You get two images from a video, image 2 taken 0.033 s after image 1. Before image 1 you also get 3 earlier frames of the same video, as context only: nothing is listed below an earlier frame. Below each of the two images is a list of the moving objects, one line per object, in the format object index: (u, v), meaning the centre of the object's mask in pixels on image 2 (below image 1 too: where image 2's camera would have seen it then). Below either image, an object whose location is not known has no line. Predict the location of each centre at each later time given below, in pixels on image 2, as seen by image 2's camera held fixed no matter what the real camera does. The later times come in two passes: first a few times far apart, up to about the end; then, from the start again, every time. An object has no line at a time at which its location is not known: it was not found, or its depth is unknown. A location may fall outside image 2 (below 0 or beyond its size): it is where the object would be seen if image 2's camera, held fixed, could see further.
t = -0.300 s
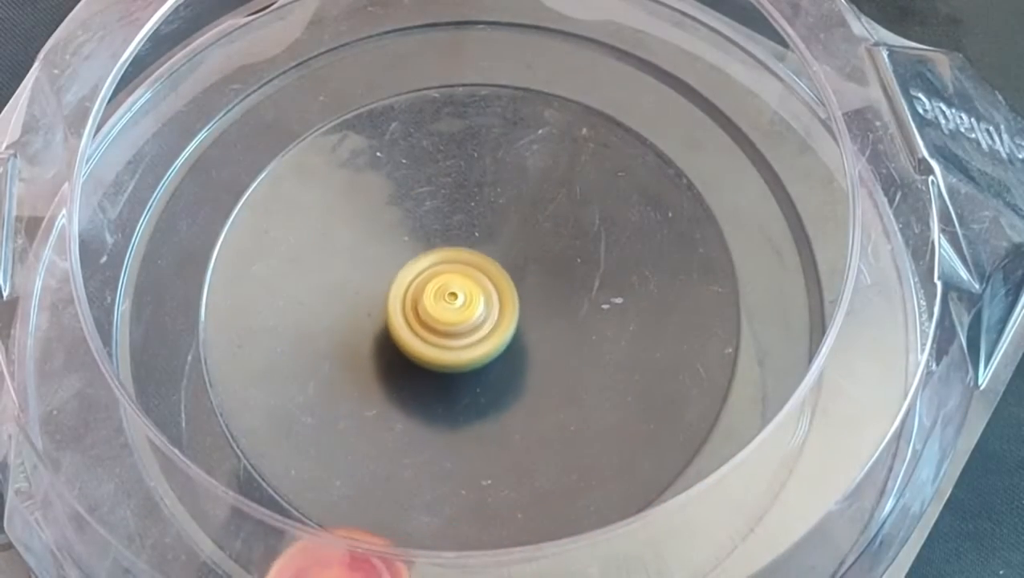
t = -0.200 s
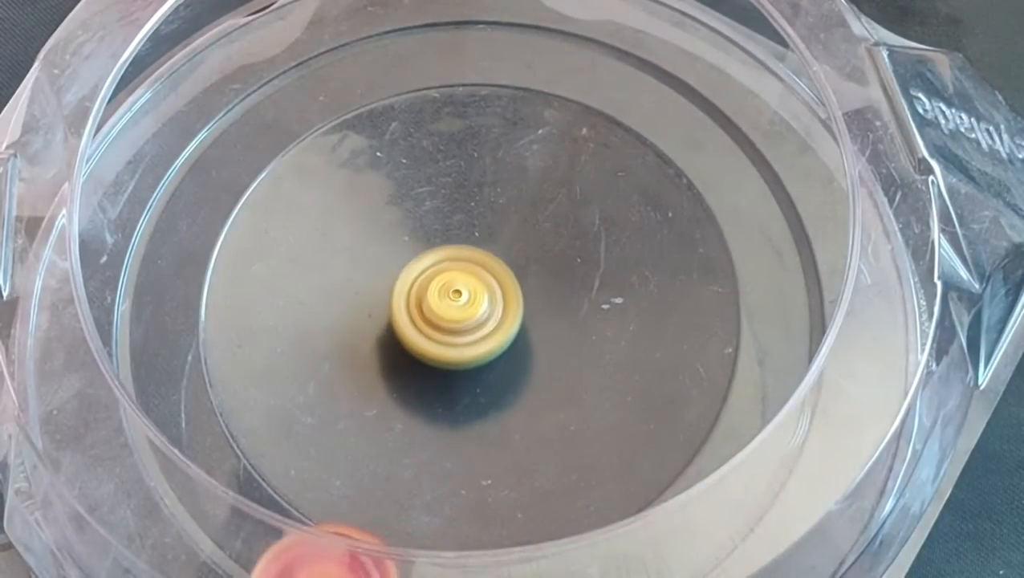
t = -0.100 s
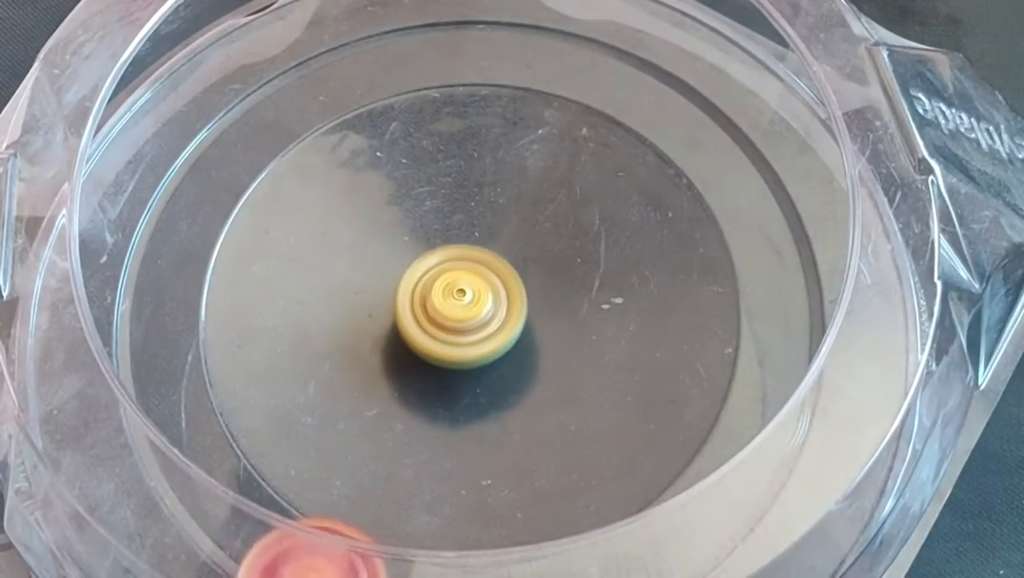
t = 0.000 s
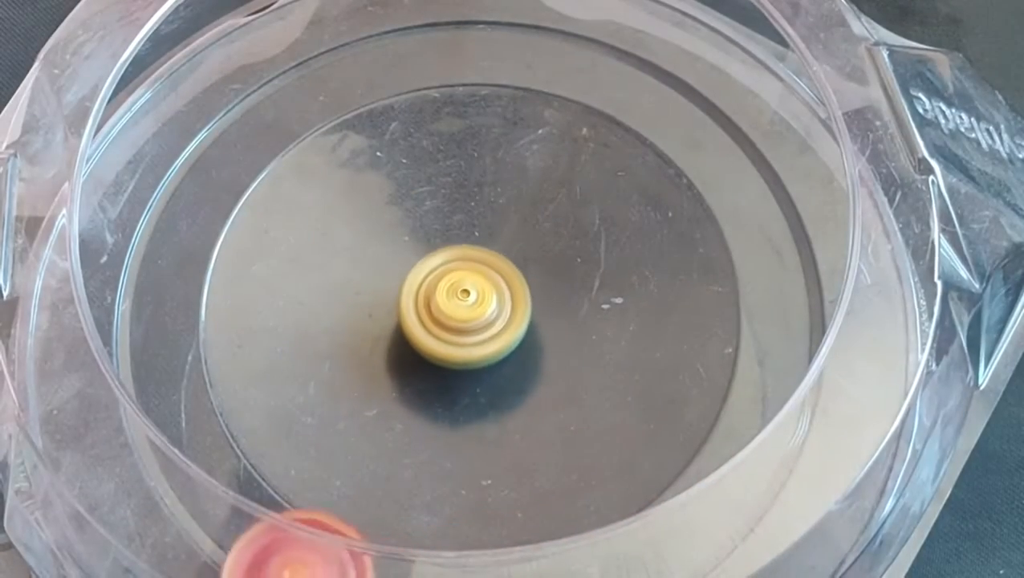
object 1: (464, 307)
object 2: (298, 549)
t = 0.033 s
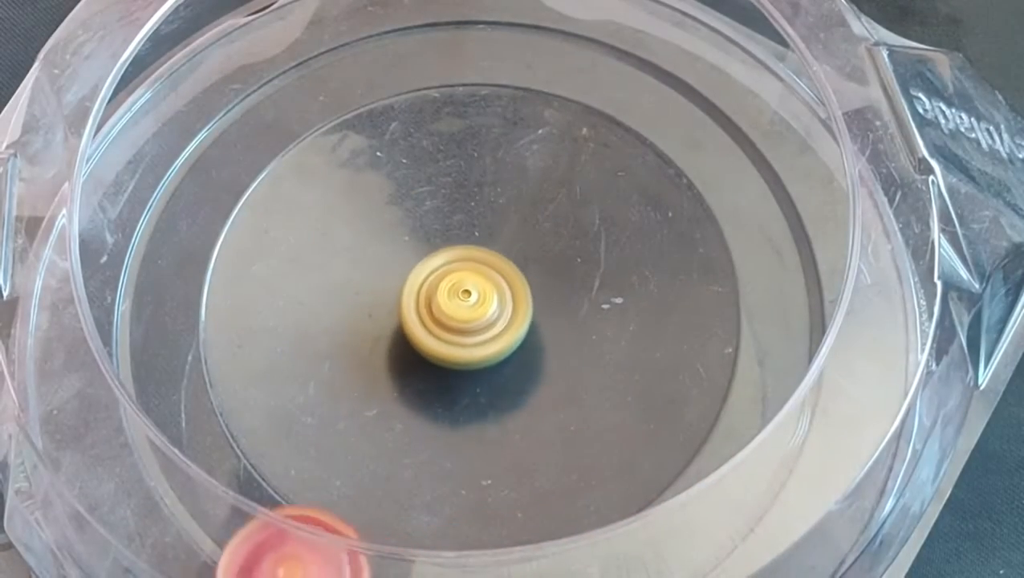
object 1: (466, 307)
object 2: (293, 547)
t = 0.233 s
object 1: (470, 310)
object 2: (271, 537)
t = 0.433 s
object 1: (472, 314)
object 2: (264, 524)
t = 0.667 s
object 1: (474, 314)
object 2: (276, 496)
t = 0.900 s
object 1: (475, 314)
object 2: (436, 454)
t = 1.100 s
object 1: (470, 284)
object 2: (630, 359)
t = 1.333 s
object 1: (484, 291)
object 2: (581, 148)
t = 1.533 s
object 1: (490, 298)
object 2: (402, 123)
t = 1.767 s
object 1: (487, 304)
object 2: (292, 304)
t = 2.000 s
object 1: (481, 304)
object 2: (488, 453)
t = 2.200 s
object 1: (476, 304)
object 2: (654, 349)
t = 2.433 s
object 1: (473, 299)
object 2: (598, 178)
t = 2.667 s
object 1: (471, 294)
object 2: (397, 180)
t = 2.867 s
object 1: (473, 292)
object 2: (341, 356)
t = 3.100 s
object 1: (473, 297)
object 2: (530, 452)
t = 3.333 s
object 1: (471, 297)
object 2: (643, 320)
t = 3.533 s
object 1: (470, 299)
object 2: (552, 199)
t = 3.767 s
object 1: (456, 310)
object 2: (372, 202)
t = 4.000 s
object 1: (458, 310)
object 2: (334, 372)
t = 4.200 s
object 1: (457, 307)
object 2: (479, 433)
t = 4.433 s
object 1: (460, 308)
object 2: (595, 301)
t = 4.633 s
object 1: (454, 307)
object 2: (532, 166)
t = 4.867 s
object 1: (465, 307)
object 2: (376, 195)
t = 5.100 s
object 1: (496, 321)
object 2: (334, 358)
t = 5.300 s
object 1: (497, 312)
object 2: (464, 439)
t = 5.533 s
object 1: (474, 295)
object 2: (606, 365)
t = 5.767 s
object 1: (327, 276)
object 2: (727, 203)
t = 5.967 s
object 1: (317, 176)
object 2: (752, 159)
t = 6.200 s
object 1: (433, 180)
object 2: (768, 158)
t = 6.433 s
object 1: (504, 292)
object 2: (768, 165)
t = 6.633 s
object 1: (478, 327)
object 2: (758, 183)
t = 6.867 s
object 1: (454, 299)
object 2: (722, 211)
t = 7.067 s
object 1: (464, 288)
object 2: (573, 211)
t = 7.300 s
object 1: (378, 370)
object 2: (500, 108)
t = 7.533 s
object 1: (435, 318)
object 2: (363, 198)
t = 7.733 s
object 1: (488, 314)
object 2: (336, 346)
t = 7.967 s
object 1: (480, 308)
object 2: (477, 455)
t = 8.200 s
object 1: (466, 304)
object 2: (605, 392)
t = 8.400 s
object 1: (460, 313)
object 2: (603, 278)
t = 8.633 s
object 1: (366, 282)
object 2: (576, 149)
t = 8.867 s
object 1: (435, 288)
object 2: (452, 130)
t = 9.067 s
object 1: (492, 331)
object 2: (377, 200)
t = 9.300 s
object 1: (550, 316)
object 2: (333, 335)
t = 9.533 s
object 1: (596, 282)
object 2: (332, 460)
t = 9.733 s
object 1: (708, 277)
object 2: (389, 510)
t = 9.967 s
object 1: (669, 319)
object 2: (476, 445)
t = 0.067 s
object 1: (466, 307)
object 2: (289, 545)
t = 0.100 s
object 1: (467, 308)
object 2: (284, 544)
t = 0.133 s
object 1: (468, 309)
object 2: (280, 542)
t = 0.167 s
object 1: (469, 309)
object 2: (277, 540)
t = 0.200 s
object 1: (470, 310)
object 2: (274, 539)
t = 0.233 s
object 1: (470, 310)
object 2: (271, 537)
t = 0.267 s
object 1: (471, 311)
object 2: (269, 535)
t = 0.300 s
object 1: (471, 311)
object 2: (267, 533)
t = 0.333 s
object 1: (472, 312)
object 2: (266, 531)
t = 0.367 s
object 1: (472, 313)
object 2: (265, 529)
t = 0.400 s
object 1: (472, 313)
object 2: (264, 526)
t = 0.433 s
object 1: (472, 314)
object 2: (264, 524)
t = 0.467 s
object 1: (473, 314)
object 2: (264, 521)
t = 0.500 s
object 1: (473, 314)
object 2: (265, 519)
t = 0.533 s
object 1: (473, 314)
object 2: (267, 515)
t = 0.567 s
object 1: (473, 315)
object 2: (269, 512)
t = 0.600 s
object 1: (473, 314)
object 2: (270, 508)
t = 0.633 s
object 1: (474, 314)
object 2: (273, 502)
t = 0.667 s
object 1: (474, 314)
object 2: (276, 496)
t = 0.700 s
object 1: (474, 315)
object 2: (280, 490)
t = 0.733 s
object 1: (474, 314)
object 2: (290, 485)
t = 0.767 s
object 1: (474, 314)
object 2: (308, 479)
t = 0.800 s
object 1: (474, 315)
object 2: (335, 471)
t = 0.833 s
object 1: (475, 314)
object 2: (365, 469)
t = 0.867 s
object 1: (475, 314)
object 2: (401, 463)
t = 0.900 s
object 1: (475, 314)
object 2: (436, 454)
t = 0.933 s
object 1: (476, 313)
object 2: (470, 443)
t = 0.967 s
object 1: (476, 311)
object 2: (505, 427)
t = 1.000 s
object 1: (475, 304)
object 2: (541, 420)
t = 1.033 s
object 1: (472, 294)
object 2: (577, 408)
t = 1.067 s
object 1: (470, 287)
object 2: (607, 387)
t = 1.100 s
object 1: (470, 284)
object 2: (630, 359)
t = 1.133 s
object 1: (471, 283)
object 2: (645, 327)
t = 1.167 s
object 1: (474, 283)
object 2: (652, 293)
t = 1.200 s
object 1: (476, 285)
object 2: (652, 257)
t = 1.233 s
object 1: (479, 286)
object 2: (642, 224)
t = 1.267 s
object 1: (480, 288)
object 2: (626, 194)
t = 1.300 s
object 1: (482, 290)
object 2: (606, 170)
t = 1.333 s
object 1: (484, 291)
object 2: (581, 148)
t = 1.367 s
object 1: (485, 292)
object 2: (555, 132)
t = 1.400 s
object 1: (487, 294)
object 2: (526, 121)
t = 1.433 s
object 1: (487, 295)
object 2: (495, 114)
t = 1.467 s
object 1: (489, 296)
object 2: (465, 112)
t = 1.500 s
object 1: (489, 297)
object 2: (434, 115)
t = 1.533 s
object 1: (490, 298)
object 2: (402, 123)
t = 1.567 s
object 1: (490, 299)
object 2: (375, 136)
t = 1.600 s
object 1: (490, 301)
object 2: (349, 155)
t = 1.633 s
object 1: (490, 302)
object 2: (327, 178)
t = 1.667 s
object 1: (490, 303)
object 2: (309, 204)
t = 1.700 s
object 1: (489, 303)
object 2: (296, 234)
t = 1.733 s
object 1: (488, 304)
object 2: (291, 270)
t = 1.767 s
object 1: (487, 304)
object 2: (292, 304)
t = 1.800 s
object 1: (486, 305)
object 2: (302, 339)
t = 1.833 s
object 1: (485, 305)
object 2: (320, 370)
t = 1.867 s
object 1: (484, 305)
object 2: (345, 399)
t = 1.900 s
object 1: (483, 305)
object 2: (376, 422)
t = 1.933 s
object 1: (482, 305)
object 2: (411, 440)
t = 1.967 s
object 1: (481, 305)
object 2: (449, 450)
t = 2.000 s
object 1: (481, 304)
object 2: (488, 453)
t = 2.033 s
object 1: (480, 304)
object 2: (527, 449)
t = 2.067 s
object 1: (479, 305)
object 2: (563, 439)
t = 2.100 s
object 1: (478, 305)
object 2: (593, 422)
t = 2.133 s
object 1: (477, 305)
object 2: (620, 401)
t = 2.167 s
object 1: (476, 304)
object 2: (641, 376)
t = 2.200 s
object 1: (476, 304)
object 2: (654, 349)
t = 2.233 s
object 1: (475, 303)
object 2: (662, 321)
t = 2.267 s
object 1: (474, 302)
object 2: (664, 293)
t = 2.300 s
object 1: (474, 302)
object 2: (661, 266)
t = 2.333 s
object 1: (474, 301)
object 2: (653, 239)
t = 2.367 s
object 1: (473, 300)
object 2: (639, 216)
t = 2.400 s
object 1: (473, 300)
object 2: (620, 196)
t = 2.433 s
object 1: (473, 299)
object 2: (598, 178)
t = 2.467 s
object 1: (473, 298)
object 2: (573, 164)
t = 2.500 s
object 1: (472, 298)
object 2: (545, 154)
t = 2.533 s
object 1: (472, 297)
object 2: (516, 149)
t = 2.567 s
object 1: (472, 296)
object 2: (485, 149)
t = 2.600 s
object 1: (471, 296)
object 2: (453, 154)
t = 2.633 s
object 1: (471, 295)
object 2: (424, 164)
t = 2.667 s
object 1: (471, 294)
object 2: (397, 180)
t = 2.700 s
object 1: (471, 293)
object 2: (373, 202)
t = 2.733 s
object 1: (472, 293)
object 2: (353, 227)
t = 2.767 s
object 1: (473, 292)
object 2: (338, 259)
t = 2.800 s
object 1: (473, 292)
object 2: (331, 291)
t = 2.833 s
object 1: (473, 292)
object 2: (331, 325)
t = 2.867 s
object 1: (473, 292)
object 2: (341, 356)
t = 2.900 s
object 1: (474, 292)
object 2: (357, 384)
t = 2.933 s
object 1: (474, 293)
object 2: (379, 409)
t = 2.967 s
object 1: (474, 294)
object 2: (406, 428)
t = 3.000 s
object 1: (475, 295)
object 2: (435, 442)
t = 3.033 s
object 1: (475, 296)
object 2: (466, 451)
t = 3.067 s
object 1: (474, 296)
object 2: (498, 454)
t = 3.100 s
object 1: (473, 297)
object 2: (530, 452)
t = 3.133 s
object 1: (472, 297)
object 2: (558, 443)
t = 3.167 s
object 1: (472, 297)
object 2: (584, 430)
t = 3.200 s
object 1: (472, 297)
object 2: (606, 413)
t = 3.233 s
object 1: (471, 297)
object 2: (623, 392)
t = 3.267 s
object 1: (471, 297)
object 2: (635, 370)
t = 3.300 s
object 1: (471, 297)
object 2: (642, 346)
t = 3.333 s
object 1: (471, 297)
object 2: (643, 320)
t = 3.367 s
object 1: (470, 298)
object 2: (640, 296)
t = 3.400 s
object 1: (470, 298)
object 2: (632, 272)
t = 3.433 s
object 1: (470, 298)
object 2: (619, 249)
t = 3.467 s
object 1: (470, 298)
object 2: (601, 230)
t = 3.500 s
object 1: (470, 298)
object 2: (579, 213)
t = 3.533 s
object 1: (470, 299)
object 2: (552, 199)
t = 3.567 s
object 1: (470, 301)
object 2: (524, 191)
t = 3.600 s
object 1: (465, 306)
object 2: (500, 179)
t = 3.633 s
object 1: (461, 311)
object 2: (473, 172)
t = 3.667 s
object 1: (459, 312)
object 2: (447, 171)
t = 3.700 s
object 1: (458, 312)
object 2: (420, 176)
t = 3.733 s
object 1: (457, 311)
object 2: (395, 187)
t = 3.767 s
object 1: (456, 310)
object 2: (372, 202)
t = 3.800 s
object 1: (456, 310)
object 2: (352, 221)
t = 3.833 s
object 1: (455, 309)
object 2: (337, 243)
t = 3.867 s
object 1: (455, 309)
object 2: (325, 271)
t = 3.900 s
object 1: (457, 310)
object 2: (317, 297)
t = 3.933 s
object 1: (458, 310)
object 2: (316, 322)
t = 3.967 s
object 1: (458, 310)
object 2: (322, 348)
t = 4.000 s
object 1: (458, 310)
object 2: (334, 372)
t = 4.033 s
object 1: (458, 309)
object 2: (351, 392)
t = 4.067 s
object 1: (457, 309)
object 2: (371, 409)
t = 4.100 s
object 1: (457, 308)
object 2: (395, 422)
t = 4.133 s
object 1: (457, 308)
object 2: (422, 431)
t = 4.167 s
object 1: (457, 307)
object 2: (451, 434)
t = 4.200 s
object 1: (457, 307)
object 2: (479, 433)
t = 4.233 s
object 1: (458, 307)
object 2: (507, 427)
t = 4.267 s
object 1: (458, 307)
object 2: (533, 415)
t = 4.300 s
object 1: (459, 307)
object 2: (555, 398)
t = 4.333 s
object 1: (459, 307)
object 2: (573, 377)
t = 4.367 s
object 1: (459, 307)
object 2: (586, 353)
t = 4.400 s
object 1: (460, 307)
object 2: (593, 328)
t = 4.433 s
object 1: (460, 308)
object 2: (595, 301)
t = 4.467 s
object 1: (454, 309)
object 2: (600, 271)
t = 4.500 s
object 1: (450, 309)
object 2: (598, 242)
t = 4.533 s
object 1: (449, 309)
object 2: (588, 217)
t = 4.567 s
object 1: (450, 309)
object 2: (572, 196)
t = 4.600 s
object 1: (452, 308)
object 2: (553, 178)
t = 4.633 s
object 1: (454, 307)
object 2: (532, 166)
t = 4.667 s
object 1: (456, 307)
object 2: (509, 157)
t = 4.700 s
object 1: (458, 306)
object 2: (484, 154)
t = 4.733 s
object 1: (460, 307)
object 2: (460, 154)
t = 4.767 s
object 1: (461, 307)
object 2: (437, 157)
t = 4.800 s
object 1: (463, 307)
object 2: (414, 165)
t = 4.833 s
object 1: (464, 307)
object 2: (394, 177)
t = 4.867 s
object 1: (465, 307)
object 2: (376, 195)
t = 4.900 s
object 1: (466, 308)
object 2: (361, 215)
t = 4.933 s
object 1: (467, 308)
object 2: (350, 239)
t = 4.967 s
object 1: (469, 309)
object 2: (343, 265)
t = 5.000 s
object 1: (481, 314)
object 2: (328, 287)
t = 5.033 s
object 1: (490, 317)
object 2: (321, 310)
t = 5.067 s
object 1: (495, 319)
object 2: (324, 334)
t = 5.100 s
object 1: (496, 321)
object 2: (334, 358)
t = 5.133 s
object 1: (496, 322)
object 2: (351, 378)
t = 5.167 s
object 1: (494, 323)
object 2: (372, 396)
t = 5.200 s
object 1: (493, 324)
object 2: (396, 412)
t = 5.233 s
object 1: (496, 319)
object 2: (416, 426)
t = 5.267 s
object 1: (497, 315)
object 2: (438, 435)
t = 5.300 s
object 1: (497, 312)
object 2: (464, 439)
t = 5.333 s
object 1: (495, 310)
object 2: (489, 438)
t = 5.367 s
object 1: (493, 308)
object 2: (514, 433)
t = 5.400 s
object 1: (490, 308)
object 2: (537, 423)
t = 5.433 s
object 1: (486, 306)
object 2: (558, 411)
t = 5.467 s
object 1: (480, 300)
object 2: (579, 400)
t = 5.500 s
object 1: (476, 296)
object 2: (595, 384)
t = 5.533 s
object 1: (474, 295)
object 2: (606, 365)
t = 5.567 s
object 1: (474, 294)
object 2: (612, 345)
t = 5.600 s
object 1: (474, 293)
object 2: (613, 323)
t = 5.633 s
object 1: (474, 294)
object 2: (613, 302)
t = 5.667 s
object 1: (437, 292)
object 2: (651, 277)
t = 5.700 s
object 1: (392, 290)
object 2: (686, 252)
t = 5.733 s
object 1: (356, 284)
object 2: (713, 228)
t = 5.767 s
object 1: (327, 276)
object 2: (727, 203)
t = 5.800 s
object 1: (308, 264)
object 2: (732, 185)
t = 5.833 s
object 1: (296, 246)
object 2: (735, 173)
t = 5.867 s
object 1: (292, 227)
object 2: (739, 165)
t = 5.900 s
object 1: (295, 209)
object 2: (743, 162)
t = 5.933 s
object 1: (304, 191)
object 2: (748, 160)
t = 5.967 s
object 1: (317, 176)
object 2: (752, 159)
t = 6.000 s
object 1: (332, 166)
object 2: (755, 158)
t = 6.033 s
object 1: (348, 160)
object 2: (758, 158)
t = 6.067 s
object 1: (364, 158)
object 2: (761, 157)
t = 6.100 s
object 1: (381, 159)
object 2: (764, 157)
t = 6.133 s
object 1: (398, 163)
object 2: (766, 157)
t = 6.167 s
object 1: (415, 170)
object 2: (768, 157)
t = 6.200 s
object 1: (433, 180)
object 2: (768, 158)
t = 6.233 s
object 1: (449, 192)
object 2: (768, 158)
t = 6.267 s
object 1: (464, 207)
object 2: (768, 158)
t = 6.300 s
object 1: (477, 224)
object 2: (768, 158)
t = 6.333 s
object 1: (488, 242)
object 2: (768, 159)
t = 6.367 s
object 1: (497, 260)
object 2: (768, 161)
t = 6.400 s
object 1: (502, 277)
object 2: (768, 163)
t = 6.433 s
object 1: (504, 292)
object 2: (768, 165)
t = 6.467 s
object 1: (504, 305)
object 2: (767, 168)
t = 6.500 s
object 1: (502, 315)
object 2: (766, 171)
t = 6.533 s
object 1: (498, 322)
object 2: (765, 174)
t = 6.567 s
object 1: (492, 326)
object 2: (764, 177)
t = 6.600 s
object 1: (485, 328)
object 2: (761, 180)
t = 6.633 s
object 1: (478, 327)
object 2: (758, 183)
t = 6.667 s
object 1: (471, 325)
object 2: (754, 187)
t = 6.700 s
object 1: (464, 322)
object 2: (751, 191)
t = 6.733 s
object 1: (459, 317)
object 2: (746, 195)
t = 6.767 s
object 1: (456, 312)
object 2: (742, 199)
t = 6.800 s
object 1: (453, 307)
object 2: (736, 203)
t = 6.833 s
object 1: (453, 303)
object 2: (730, 207)
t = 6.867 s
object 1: (454, 299)
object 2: (722, 211)
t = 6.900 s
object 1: (455, 295)
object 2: (702, 214)
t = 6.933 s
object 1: (457, 292)
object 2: (680, 215)
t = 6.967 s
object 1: (459, 290)
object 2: (655, 215)
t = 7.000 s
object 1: (461, 289)
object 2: (629, 213)
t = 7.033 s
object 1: (463, 288)
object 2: (601, 212)
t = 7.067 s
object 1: (464, 288)
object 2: (573, 211)
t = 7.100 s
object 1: (443, 306)
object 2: (567, 187)
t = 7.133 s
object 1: (419, 329)
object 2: (569, 160)
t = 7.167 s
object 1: (399, 348)
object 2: (566, 138)
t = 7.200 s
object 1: (387, 362)
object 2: (556, 122)
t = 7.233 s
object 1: (379, 370)
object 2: (540, 113)
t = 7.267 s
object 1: (377, 372)
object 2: (521, 108)
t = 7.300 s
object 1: (378, 370)
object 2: (500, 108)
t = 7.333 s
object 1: (382, 365)
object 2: (477, 111)
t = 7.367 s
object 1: (388, 359)
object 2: (456, 118)
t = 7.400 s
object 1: (396, 351)
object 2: (434, 127)
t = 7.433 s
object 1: (405, 343)
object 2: (414, 139)
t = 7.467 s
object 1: (415, 334)
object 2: (395, 155)
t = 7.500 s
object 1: (426, 326)
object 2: (377, 175)
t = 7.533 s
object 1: (435, 318)
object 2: (363, 198)
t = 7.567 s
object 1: (443, 312)
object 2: (352, 223)
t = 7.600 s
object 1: (456, 312)
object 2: (338, 243)
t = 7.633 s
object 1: (469, 313)
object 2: (328, 268)
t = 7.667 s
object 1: (479, 314)
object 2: (325, 294)
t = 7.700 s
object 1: (485, 314)
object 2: (328, 320)
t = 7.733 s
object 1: (488, 314)
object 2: (336, 346)
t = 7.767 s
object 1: (487, 315)
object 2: (350, 370)
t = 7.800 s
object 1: (486, 317)
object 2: (366, 391)
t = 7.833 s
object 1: (483, 318)
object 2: (385, 409)
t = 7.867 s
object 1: (483, 315)
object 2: (405, 429)
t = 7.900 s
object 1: (483, 312)
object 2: (428, 441)
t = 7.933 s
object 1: (482, 309)
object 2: (453, 450)
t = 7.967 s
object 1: (480, 308)
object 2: (477, 455)
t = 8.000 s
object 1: (477, 306)
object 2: (501, 456)
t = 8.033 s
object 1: (474, 305)
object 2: (525, 453)
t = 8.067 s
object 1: (472, 305)
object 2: (546, 446)
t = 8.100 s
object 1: (469, 304)
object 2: (565, 436)
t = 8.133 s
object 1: (468, 304)
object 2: (581, 423)
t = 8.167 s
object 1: (466, 303)
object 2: (594, 408)
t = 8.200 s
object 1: (466, 304)
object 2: (605, 392)
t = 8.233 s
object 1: (465, 304)
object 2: (612, 374)
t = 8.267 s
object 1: (465, 305)
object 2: (616, 355)
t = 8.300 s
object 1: (465, 307)
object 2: (616, 335)
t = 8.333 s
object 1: (465, 309)
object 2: (613, 316)
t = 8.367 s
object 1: (466, 310)
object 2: (606, 297)
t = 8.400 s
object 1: (460, 313)
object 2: (603, 278)
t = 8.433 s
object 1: (432, 322)
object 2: (620, 250)
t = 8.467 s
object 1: (403, 328)
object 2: (631, 223)
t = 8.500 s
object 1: (383, 329)
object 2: (630, 201)
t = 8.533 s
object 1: (370, 325)
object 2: (622, 184)
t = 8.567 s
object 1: (363, 313)
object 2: (609, 171)
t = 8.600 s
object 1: (361, 299)
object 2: (593, 159)
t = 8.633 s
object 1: (366, 282)
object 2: (576, 149)
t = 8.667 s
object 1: (375, 266)
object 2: (556, 142)
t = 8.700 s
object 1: (386, 256)
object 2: (537, 138)
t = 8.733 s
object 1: (398, 248)
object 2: (518, 137)
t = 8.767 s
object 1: (411, 244)
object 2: (498, 139)
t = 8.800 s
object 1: (420, 251)
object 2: (480, 138)
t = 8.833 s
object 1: (426, 269)
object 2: (466, 131)
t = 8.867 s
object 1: (435, 288)
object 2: (452, 130)
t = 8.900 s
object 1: (445, 304)
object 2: (435, 134)
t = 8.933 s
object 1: (455, 316)
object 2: (421, 141)
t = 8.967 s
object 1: (466, 327)
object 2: (407, 150)
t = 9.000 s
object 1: (476, 332)
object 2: (396, 163)
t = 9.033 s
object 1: (485, 334)
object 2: (386, 180)
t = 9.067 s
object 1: (492, 331)
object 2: (377, 200)
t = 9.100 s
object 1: (497, 326)
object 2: (372, 220)
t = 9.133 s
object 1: (498, 318)
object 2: (371, 243)
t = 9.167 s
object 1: (500, 311)
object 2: (370, 267)
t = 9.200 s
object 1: (520, 312)
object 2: (348, 280)
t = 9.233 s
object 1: (538, 312)
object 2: (332, 295)
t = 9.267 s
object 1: (547, 313)
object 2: (328, 314)
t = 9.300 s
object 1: (550, 316)
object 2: (333, 335)
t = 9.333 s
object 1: (547, 321)
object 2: (342, 355)
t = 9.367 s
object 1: (540, 327)
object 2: (354, 371)
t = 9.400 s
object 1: (531, 331)
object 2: (370, 386)
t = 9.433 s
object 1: (520, 335)
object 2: (391, 396)
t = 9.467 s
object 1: (536, 323)
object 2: (375, 420)
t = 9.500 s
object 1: (570, 300)
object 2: (348, 443)
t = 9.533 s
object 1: (596, 282)
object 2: (332, 460)
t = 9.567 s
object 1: (621, 268)
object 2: (325, 476)
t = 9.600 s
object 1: (643, 259)
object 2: (326, 491)
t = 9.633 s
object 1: (662, 257)
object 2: (332, 504)
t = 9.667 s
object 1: (680, 259)
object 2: (348, 511)
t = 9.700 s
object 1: (696, 266)
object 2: (369, 511)
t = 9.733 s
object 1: (708, 277)
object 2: (389, 510)
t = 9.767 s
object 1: (714, 287)
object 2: (407, 506)
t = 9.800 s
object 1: (715, 294)
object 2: (424, 496)
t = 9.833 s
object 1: (712, 299)
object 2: (436, 491)
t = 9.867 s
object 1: (707, 304)
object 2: (448, 482)
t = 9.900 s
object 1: (697, 310)
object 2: (459, 470)
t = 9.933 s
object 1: (685, 314)
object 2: (468, 458)
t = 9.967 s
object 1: (669, 319)
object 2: (476, 445)
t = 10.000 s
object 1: (652, 322)
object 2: (483, 432)
